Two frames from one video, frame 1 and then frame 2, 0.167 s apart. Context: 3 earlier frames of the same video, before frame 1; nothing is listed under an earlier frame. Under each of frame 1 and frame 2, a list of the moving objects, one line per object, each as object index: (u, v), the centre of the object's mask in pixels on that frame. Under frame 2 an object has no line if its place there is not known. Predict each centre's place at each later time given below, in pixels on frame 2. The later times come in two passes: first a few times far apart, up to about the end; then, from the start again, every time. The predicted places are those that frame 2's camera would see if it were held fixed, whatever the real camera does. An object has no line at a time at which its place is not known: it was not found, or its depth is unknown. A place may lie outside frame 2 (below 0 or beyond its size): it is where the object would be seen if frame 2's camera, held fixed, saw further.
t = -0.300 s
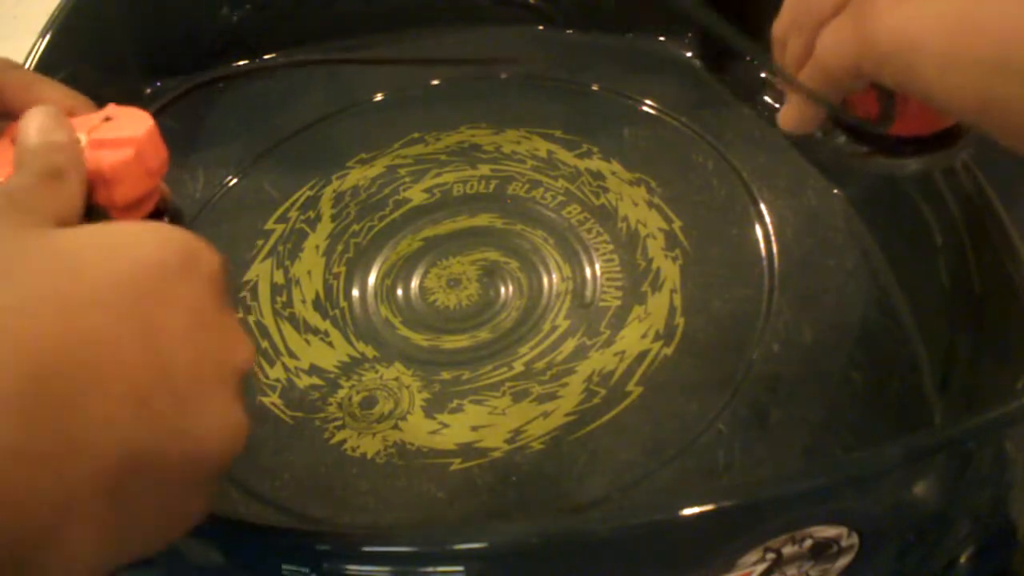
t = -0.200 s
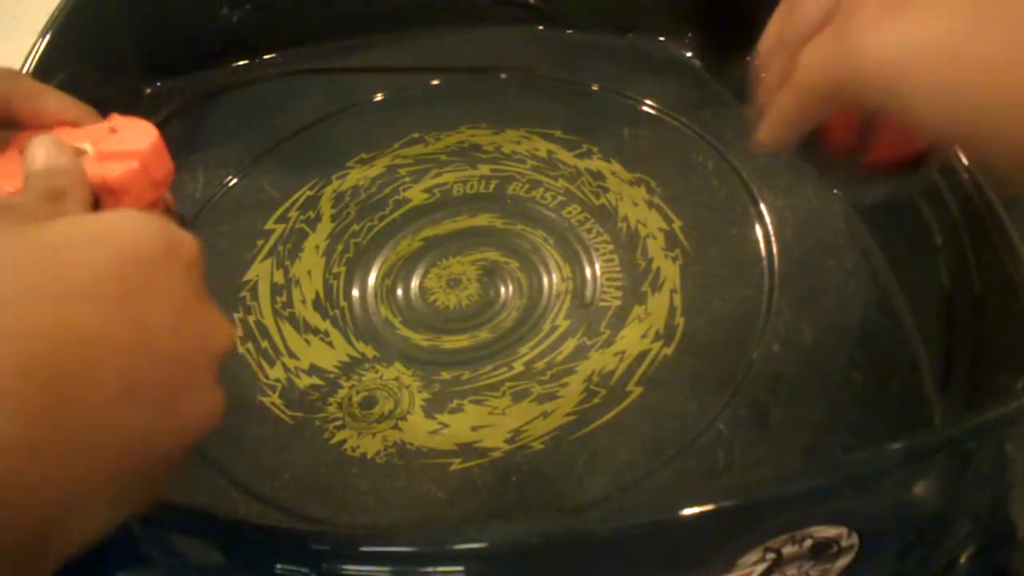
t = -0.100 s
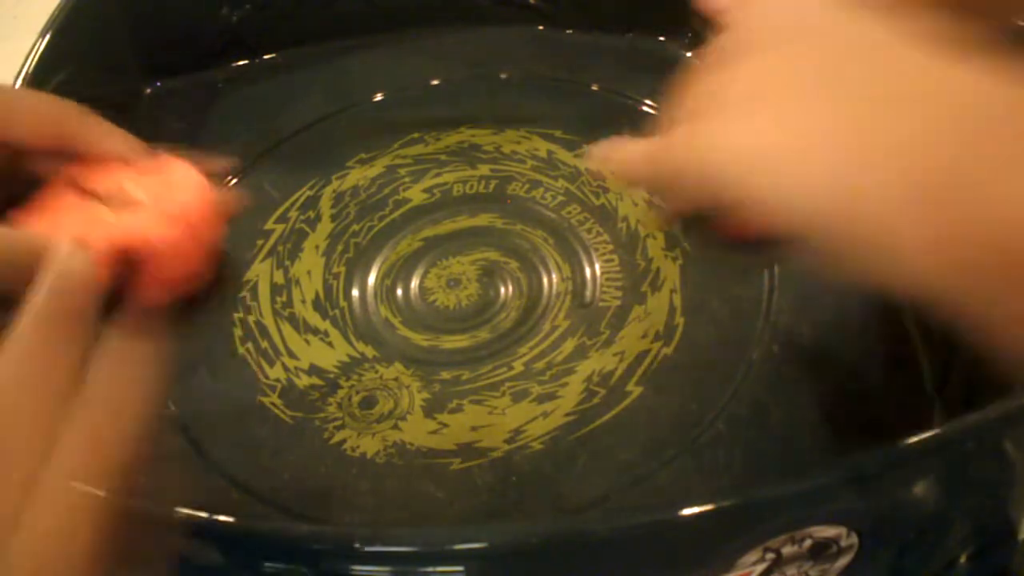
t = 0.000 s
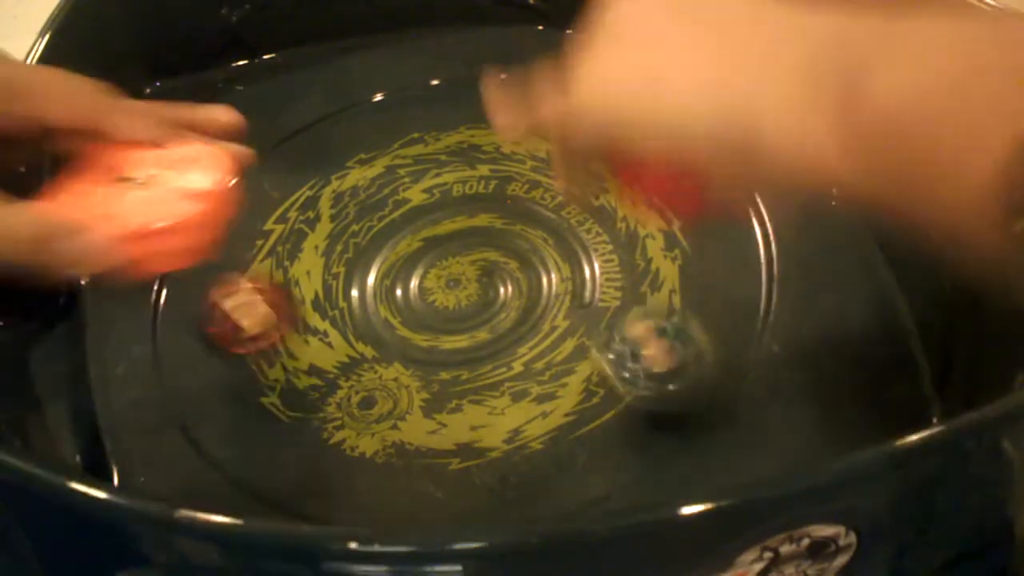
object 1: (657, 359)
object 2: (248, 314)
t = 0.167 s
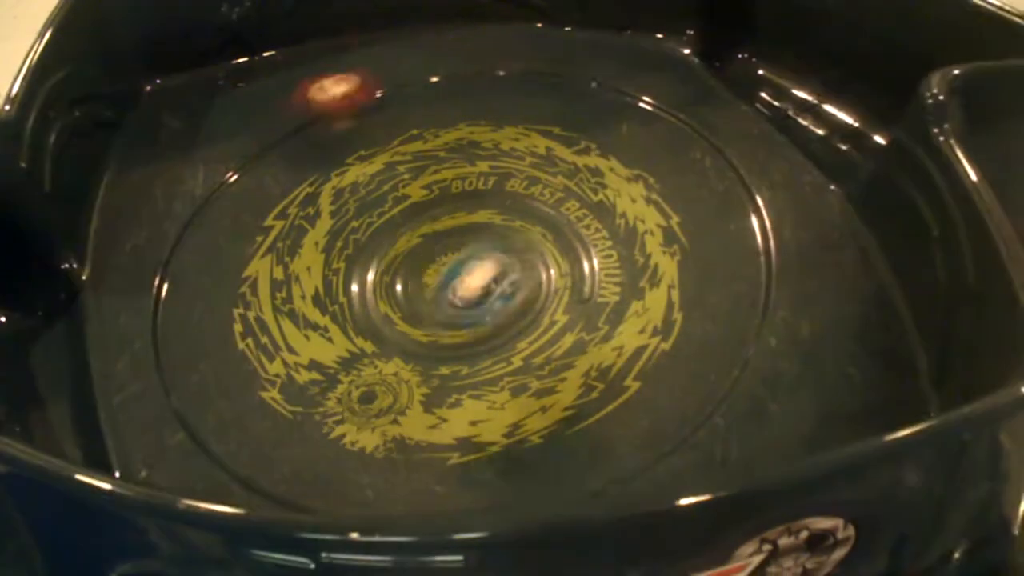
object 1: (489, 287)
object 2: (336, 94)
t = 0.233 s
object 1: (452, 325)
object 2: (385, 91)
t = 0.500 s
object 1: (418, 262)
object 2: (316, 73)
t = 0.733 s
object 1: (334, 325)
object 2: (275, 154)
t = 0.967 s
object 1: (297, 383)
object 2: (332, 195)
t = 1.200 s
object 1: (376, 351)
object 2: (413, 221)
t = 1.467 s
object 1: (426, 265)
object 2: (513, 204)
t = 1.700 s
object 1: (377, 258)
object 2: (567, 175)
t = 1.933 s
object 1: (410, 265)
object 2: (572, 184)
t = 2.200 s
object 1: (370, 267)
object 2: (711, 170)
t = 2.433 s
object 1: (417, 293)
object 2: (613, 163)
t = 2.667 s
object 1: (367, 321)
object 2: (607, 121)
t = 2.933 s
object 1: (383, 406)
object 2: (592, 118)
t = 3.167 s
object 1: (493, 315)
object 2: (472, 201)
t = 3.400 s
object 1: (434, 202)
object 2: (338, 321)
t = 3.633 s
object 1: (319, 208)
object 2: (288, 380)
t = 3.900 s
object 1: (377, 276)
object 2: (272, 386)
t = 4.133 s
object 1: (518, 261)
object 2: (296, 360)
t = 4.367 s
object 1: (542, 174)
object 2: (362, 313)
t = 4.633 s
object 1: (453, 174)
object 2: (451, 255)
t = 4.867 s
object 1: (402, 202)
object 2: (516, 309)
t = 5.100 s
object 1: (450, 285)
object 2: (576, 231)
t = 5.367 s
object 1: (589, 270)
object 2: (544, 191)
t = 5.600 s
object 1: (598, 237)
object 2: (521, 190)
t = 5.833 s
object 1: (521, 275)
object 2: (411, 187)
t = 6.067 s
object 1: (476, 346)
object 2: (344, 294)
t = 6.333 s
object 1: (574, 391)
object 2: (366, 287)
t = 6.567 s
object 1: (562, 316)
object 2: (417, 271)
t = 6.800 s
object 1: (531, 278)
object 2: (394, 226)
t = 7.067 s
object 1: (504, 272)
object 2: (414, 215)
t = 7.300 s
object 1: (631, 425)
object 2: (283, 48)
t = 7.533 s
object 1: (652, 400)
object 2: (212, 173)
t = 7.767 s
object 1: (547, 412)
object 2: (280, 255)
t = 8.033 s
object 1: (453, 407)
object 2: (385, 276)
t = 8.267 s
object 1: (456, 375)
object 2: (422, 213)
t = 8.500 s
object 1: (465, 296)
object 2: (442, 223)
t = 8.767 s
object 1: (481, 312)
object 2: (505, 119)
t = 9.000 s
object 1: (505, 268)
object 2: (508, 129)
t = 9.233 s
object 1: (458, 231)
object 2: (466, 165)
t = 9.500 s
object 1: (378, 208)
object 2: (565, 170)
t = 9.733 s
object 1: (369, 178)
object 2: (619, 174)
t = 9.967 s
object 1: (410, 183)
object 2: (571, 167)
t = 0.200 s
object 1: (461, 330)
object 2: (364, 92)
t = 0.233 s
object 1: (452, 325)
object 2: (385, 91)
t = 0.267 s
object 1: (449, 282)
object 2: (384, 60)
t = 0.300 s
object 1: (445, 274)
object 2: (388, 50)
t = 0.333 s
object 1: (450, 279)
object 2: (394, 51)
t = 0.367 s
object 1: (447, 277)
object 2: (382, 46)
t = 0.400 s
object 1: (440, 266)
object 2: (366, 45)
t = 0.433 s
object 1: (434, 268)
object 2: (352, 62)
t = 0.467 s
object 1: (425, 261)
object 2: (331, 65)
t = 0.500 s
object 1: (418, 262)
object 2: (316, 73)
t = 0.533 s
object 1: (411, 279)
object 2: (300, 88)
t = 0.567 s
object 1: (393, 282)
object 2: (290, 95)
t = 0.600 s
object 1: (374, 291)
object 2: (280, 110)
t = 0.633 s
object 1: (359, 297)
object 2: (276, 122)
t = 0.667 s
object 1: (353, 306)
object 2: (273, 134)
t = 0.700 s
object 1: (343, 316)
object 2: (274, 145)
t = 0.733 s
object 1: (334, 325)
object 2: (275, 154)
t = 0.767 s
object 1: (326, 334)
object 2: (279, 162)
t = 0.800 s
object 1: (316, 342)
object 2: (286, 170)
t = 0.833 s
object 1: (308, 351)
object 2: (293, 175)
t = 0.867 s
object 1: (303, 361)
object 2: (303, 182)
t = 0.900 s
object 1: (300, 371)
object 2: (312, 187)
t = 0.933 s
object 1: (297, 379)
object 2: (323, 192)
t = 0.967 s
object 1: (297, 383)
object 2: (332, 195)
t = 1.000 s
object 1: (299, 384)
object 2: (343, 199)
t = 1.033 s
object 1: (303, 384)
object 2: (353, 202)
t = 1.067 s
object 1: (312, 383)
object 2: (364, 206)
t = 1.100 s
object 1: (324, 380)
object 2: (376, 211)
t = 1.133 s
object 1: (339, 374)
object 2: (389, 215)
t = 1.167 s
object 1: (356, 363)
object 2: (401, 218)
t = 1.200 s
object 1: (376, 351)
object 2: (413, 221)
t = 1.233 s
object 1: (395, 335)
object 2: (424, 226)
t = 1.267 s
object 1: (411, 320)
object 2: (435, 230)
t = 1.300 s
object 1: (421, 304)
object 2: (446, 230)
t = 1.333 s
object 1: (428, 296)
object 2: (460, 226)
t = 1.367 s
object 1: (433, 290)
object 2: (475, 217)
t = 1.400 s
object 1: (437, 280)
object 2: (490, 212)
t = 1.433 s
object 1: (439, 270)
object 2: (499, 210)
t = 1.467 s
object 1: (426, 265)
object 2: (513, 204)
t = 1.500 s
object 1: (409, 260)
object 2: (531, 194)
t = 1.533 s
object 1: (397, 256)
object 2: (545, 188)
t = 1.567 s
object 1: (392, 255)
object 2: (552, 185)
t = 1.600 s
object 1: (386, 256)
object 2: (557, 182)
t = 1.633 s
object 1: (381, 257)
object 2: (561, 180)
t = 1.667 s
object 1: (379, 258)
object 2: (564, 178)
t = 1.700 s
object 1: (377, 258)
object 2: (567, 175)
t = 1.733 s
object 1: (376, 258)
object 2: (571, 175)
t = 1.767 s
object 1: (376, 257)
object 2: (572, 175)
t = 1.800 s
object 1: (378, 257)
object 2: (574, 176)
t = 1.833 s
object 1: (382, 257)
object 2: (574, 176)
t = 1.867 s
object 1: (390, 257)
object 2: (573, 177)
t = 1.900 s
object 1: (399, 261)
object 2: (573, 180)
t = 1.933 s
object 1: (410, 265)
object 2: (572, 184)
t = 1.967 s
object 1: (420, 267)
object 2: (568, 188)
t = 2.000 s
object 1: (430, 266)
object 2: (565, 194)
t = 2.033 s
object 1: (444, 263)
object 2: (561, 200)
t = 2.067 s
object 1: (458, 256)
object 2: (552, 209)
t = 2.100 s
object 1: (445, 253)
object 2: (572, 203)
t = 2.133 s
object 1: (407, 257)
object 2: (625, 190)
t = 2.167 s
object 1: (385, 257)
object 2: (676, 178)
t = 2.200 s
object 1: (370, 267)
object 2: (711, 170)
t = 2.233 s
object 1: (358, 270)
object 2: (732, 160)
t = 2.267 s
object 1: (357, 274)
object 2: (729, 153)
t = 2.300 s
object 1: (364, 284)
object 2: (717, 155)
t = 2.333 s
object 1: (375, 290)
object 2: (689, 154)
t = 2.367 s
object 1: (385, 293)
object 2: (664, 154)
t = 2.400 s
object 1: (399, 294)
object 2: (639, 155)
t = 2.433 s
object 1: (417, 293)
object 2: (613, 163)
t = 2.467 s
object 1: (439, 289)
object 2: (589, 169)
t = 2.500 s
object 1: (451, 285)
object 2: (566, 178)
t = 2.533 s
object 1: (465, 275)
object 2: (544, 189)
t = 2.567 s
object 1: (464, 272)
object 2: (534, 196)
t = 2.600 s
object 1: (419, 297)
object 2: (560, 160)
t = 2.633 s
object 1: (389, 306)
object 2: (583, 132)
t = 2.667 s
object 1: (367, 321)
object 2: (607, 121)
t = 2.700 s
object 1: (352, 338)
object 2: (626, 104)
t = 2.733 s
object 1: (343, 353)
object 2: (640, 96)
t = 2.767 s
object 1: (338, 367)
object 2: (645, 89)
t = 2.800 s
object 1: (338, 379)
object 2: (635, 91)
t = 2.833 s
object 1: (342, 390)
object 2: (623, 95)
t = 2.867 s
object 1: (353, 400)
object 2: (613, 102)
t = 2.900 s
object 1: (364, 406)
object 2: (600, 111)
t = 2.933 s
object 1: (383, 406)
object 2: (592, 118)
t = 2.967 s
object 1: (400, 404)
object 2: (579, 128)
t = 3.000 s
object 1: (421, 397)
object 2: (565, 140)
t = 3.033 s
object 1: (439, 385)
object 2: (550, 150)
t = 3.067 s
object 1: (456, 371)
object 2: (535, 160)
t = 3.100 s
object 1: (469, 356)
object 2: (516, 175)
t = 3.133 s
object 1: (483, 335)
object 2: (495, 188)
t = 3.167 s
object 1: (493, 315)
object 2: (472, 201)
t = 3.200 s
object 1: (500, 296)
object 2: (449, 217)
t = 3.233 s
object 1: (503, 274)
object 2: (427, 232)
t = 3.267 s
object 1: (498, 259)
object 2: (404, 250)
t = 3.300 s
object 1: (487, 239)
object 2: (385, 267)
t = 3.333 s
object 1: (469, 224)
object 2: (362, 288)
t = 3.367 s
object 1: (454, 212)
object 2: (349, 304)
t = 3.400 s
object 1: (434, 202)
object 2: (338, 321)
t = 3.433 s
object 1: (414, 198)
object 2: (329, 335)
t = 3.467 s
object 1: (395, 195)
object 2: (322, 345)
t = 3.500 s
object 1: (374, 195)
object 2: (314, 355)
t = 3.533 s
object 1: (356, 195)
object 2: (306, 365)
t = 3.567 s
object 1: (340, 198)
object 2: (300, 370)
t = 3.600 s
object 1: (327, 202)
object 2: (293, 376)
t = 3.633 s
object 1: (319, 208)
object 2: (288, 380)
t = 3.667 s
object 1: (313, 214)
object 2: (284, 384)
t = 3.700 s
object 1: (312, 223)
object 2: (279, 387)
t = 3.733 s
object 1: (314, 230)
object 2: (276, 389)
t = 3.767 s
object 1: (321, 240)
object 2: (274, 390)
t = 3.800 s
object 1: (330, 249)
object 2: (273, 390)
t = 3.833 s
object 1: (345, 257)
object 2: (273, 389)
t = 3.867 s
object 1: (361, 267)
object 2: (272, 388)
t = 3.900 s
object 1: (377, 276)
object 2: (272, 386)
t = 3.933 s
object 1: (397, 282)
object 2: (273, 384)
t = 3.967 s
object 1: (425, 286)
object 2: (275, 381)
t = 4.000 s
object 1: (445, 287)
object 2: (278, 377)
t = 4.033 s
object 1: (464, 285)
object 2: (282, 374)
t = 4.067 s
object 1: (488, 281)
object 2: (286, 369)
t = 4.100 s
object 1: (504, 273)
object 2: (291, 364)
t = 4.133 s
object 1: (518, 261)
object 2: (296, 360)
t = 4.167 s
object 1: (532, 249)
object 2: (303, 352)
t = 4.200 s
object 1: (540, 236)
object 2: (311, 348)
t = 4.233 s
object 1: (545, 223)
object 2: (319, 340)
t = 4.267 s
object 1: (550, 209)
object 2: (329, 334)
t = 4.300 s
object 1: (553, 195)
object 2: (338, 327)
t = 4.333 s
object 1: (548, 184)
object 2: (350, 319)
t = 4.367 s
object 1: (542, 174)
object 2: (362, 313)
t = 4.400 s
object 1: (535, 164)
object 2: (375, 308)
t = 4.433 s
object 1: (526, 156)
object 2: (387, 297)
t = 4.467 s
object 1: (516, 151)
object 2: (400, 288)
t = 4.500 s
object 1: (505, 149)
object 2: (413, 281)
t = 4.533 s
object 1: (493, 151)
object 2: (422, 272)
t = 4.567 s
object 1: (480, 155)
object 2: (433, 263)
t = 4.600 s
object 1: (466, 164)
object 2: (443, 255)
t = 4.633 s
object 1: (453, 174)
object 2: (451, 255)
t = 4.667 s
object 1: (444, 166)
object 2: (453, 277)
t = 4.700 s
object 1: (433, 162)
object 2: (458, 298)
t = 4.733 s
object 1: (425, 165)
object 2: (466, 304)
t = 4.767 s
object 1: (418, 171)
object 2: (479, 310)
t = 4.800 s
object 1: (413, 179)
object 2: (492, 311)
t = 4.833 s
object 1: (407, 189)
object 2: (504, 311)
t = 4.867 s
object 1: (402, 202)
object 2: (516, 309)
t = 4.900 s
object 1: (399, 214)
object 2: (528, 298)
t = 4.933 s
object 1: (401, 228)
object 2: (542, 281)
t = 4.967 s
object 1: (406, 245)
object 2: (553, 267)
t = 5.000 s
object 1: (411, 257)
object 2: (561, 254)
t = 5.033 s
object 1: (420, 268)
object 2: (566, 243)
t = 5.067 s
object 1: (436, 278)
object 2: (571, 236)
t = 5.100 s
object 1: (450, 285)
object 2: (576, 231)
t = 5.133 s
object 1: (475, 293)
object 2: (576, 225)
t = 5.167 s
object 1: (498, 290)
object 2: (570, 219)
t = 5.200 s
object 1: (516, 291)
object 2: (561, 215)
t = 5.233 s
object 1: (533, 288)
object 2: (554, 210)
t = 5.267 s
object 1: (549, 280)
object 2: (551, 206)
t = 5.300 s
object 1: (565, 272)
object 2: (551, 204)
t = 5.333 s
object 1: (582, 271)
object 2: (551, 197)
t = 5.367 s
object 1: (589, 270)
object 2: (544, 191)
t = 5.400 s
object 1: (598, 266)
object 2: (533, 188)
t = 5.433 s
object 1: (606, 262)
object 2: (521, 187)
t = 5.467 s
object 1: (611, 257)
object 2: (515, 188)
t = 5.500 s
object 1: (613, 252)
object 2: (514, 187)
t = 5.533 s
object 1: (612, 246)
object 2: (515, 187)
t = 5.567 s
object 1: (607, 241)
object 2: (517, 188)
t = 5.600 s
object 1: (598, 237)
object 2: (521, 190)
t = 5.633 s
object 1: (590, 236)
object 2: (520, 189)
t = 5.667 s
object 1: (588, 243)
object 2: (510, 177)
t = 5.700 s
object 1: (580, 248)
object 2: (493, 168)
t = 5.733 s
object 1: (566, 253)
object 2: (474, 167)
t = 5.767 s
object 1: (552, 262)
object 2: (457, 172)
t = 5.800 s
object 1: (537, 270)
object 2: (437, 176)
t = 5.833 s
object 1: (521, 275)
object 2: (411, 187)
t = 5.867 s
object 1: (506, 282)
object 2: (388, 202)
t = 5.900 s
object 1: (493, 290)
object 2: (368, 220)
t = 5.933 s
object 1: (477, 302)
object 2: (355, 239)
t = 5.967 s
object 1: (467, 311)
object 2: (352, 260)
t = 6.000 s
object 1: (455, 322)
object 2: (356, 280)
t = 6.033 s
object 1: (455, 333)
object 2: (357, 295)
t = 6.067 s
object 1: (476, 346)
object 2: (344, 294)
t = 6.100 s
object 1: (491, 357)
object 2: (337, 292)
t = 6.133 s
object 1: (504, 370)
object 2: (335, 291)
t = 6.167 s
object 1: (516, 378)
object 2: (335, 290)
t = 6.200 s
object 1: (528, 386)
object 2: (338, 289)
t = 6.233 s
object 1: (541, 392)
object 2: (345, 287)
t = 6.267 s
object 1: (553, 394)
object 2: (350, 287)
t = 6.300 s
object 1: (565, 394)
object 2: (357, 288)
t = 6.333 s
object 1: (574, 391)
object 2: (366, 287)
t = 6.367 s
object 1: (582, 385)
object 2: (374, 284)
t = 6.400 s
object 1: (587, 376)
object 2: (380, 281)
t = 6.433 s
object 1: (588, 366)
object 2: (387, 279)
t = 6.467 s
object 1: (585, 352)
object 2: (394, 276)
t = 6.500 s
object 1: (578, 340)
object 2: (399, 275)
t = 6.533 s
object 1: (569, 326)
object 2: (409, 274)
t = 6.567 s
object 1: (562, 316)
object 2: (417, 271)
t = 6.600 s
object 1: (548, 302)
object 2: (420, 268)
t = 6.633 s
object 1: (533, 290)
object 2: (425, 265)
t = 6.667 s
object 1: (521, 280)
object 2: (428, 261)
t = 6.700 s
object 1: (524, 278)
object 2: (419, 251)
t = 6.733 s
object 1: (530, 278)
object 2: (408, 244)
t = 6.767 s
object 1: (533, 280)
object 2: (400, 234)
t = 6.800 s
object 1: (531, 278)
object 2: (394, 226)
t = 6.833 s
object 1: (529, 278)
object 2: (390, 219)
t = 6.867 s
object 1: (525, 281)
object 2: (388, 212)
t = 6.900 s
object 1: (520, 286)
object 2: (388, 209)
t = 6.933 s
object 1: (515, 288)
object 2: (391, 209)
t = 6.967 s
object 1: (512, 288)
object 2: (397, 211)
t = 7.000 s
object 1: (510, 285)
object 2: (403, 211)
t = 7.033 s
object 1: (508, 279)
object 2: (409, 212)
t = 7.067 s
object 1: (504, 272)
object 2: (414, 215)
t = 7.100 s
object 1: (497, 263)
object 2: (419, 220)
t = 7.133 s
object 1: (510, 278)
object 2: (401, 193)
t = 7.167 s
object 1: (543, 326)
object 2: (362, 144)
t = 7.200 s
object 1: (568, 355)
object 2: (333, 102)
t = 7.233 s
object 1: (591, 384)
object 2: (313, 71)
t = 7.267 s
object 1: (615, 408)
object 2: (303, 54)
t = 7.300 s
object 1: (631, 425)
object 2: (283, 48)
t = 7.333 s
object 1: (643, 431)
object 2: (264, 64)
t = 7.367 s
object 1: (644, 428)
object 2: (252, 93)
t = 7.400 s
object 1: (648, 415)
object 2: (235, 101)
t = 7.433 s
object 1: (652, 408)
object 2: (223, 119)
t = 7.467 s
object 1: (655, 402)
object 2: (215, 139)
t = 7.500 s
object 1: (655, 400)
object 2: (211, 152)
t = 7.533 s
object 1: (652, 400)
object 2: (212, 173)
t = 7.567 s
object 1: (643, 403)
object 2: (216, 189)
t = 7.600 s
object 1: (630, 407)
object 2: (224, 205)
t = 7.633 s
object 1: (614, 410)
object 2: (233, 218)
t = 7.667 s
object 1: (598, 413)
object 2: (243, 227)
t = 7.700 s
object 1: (581, 414)
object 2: (256, 238)
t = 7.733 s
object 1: (564, 414)
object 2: (267, 247)
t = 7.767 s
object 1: (547, 412)
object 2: (280, 255)
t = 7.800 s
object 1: (531, 411)
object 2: (295, 262)
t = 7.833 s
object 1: (515, 408)
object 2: (310, 270)
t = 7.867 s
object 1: (500, 404)
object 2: (322, 280)
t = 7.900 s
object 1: (484, 398)
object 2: (339, 288)
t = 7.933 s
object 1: (470, 391)
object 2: (354, 296)
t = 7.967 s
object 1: (455, 382)
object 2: (372, 308)
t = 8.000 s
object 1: (445, 376)
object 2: (387, 315)
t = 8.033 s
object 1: (453, 407)
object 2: (385, 276)
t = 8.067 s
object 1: (456, 416)
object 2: (386, 258)
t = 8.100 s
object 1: (459, 419)
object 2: (390, 241)
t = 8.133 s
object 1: (460, 416)
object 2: (395, 230)
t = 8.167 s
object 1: (460, 408)
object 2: (402, 222)
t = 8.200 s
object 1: (459, 398)
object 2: (409, 216)
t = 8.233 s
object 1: (457, 386)
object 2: (416, 213)
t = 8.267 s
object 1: (456, 375)
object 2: (422, 213)
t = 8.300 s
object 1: (455, 364)
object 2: (425, 214)
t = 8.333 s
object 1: (456, 352)
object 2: (427, 215)
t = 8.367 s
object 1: (457, 342)
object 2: (428, 216)
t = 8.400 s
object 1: (458, 331)
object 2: (430, 220)
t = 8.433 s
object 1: (461, 321)
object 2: (432, 225)
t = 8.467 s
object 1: (463, 308)
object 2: (435, 226)
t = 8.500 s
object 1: (465, 296)
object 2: (442, 223)
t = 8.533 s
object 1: (465, 290)
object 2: (449, 216)
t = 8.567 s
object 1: (467, 301)
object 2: (459, 191)
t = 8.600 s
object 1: (470, 313)
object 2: (471, 171)
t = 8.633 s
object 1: (472, 316)
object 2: (481, 152)
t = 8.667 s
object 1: (473, 317)
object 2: (488, 139)
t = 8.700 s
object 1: (475, 315)
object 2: (494, 129)
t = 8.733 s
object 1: (477, 314)
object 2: (499, 122)
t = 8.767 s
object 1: (481, 312)
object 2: (505, 119)
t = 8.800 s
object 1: (485, 310)
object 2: (511, 118)
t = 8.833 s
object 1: (490, 304)
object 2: (513, 118)
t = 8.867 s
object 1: (495, 298)
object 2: (513, 119)
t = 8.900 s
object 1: (502, 290)
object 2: (512, 122)
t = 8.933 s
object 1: (505, 283)
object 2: (511, 124)
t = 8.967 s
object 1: (506, 274)
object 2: (510, 125)
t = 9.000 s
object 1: (505, 268)
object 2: (508, 129)
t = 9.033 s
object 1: (503, 259)
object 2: (505, 132)
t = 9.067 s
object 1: (498, 251)
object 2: (502, 136)
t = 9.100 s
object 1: (492, 244)
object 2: (498, 141)
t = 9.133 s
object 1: (482, 239)
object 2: (494, 144)
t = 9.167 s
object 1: (474, 235)
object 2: (486, 150)
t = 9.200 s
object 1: (466, 232)
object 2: (476, 158)
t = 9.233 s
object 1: (458, 231)
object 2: (466, 165)
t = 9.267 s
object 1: (448, 232)
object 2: (458, 167)
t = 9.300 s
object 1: (439, 233)
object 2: (453, 165)
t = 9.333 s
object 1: (432, 229)
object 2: (454, 165)
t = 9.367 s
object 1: (427, 225)
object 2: (464, 177)
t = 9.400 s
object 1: (425, 220)
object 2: (476, 176)
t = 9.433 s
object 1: (417, 214)
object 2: (491, 181)
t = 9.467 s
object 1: (396, 210)
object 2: (528, 176)
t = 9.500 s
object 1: (378, 208)
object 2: (565, 170)
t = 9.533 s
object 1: (367, 204)
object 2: (592, 173)
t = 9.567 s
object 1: (363, 199)
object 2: (616, 172)
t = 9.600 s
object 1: (362, 193)
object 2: (627, 174)
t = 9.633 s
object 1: (362, 189)
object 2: (630, 175)
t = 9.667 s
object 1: (363, 186)
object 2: (630, 175)
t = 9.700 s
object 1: (367, 181)
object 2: (625, 175)
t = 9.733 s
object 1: (369, 178)
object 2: (619, 174)
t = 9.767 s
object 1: (372, 175)
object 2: (613, 173)
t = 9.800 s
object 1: (379, 176)
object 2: (606, 172)
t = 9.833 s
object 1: (384, 176)
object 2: (602, 170)
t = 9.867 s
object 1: (391, 176)
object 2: (597, 167)
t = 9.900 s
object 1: (399, 179)
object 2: (590, 166)
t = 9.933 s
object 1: (405, 181)
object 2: (579, 166)
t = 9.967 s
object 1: (410, 183)
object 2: (571, 167)
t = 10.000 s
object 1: (417, 191)
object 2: (560, 170)
